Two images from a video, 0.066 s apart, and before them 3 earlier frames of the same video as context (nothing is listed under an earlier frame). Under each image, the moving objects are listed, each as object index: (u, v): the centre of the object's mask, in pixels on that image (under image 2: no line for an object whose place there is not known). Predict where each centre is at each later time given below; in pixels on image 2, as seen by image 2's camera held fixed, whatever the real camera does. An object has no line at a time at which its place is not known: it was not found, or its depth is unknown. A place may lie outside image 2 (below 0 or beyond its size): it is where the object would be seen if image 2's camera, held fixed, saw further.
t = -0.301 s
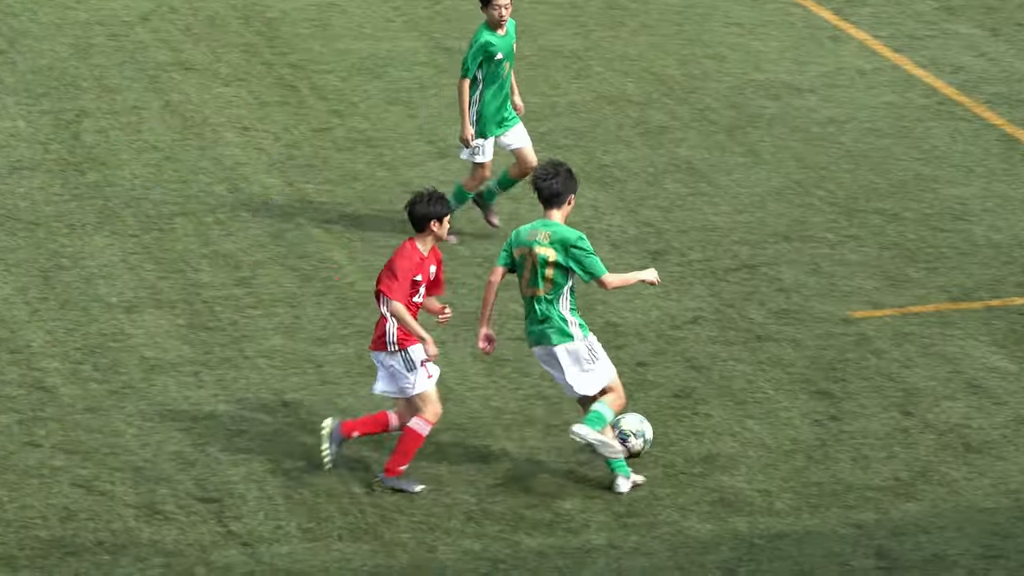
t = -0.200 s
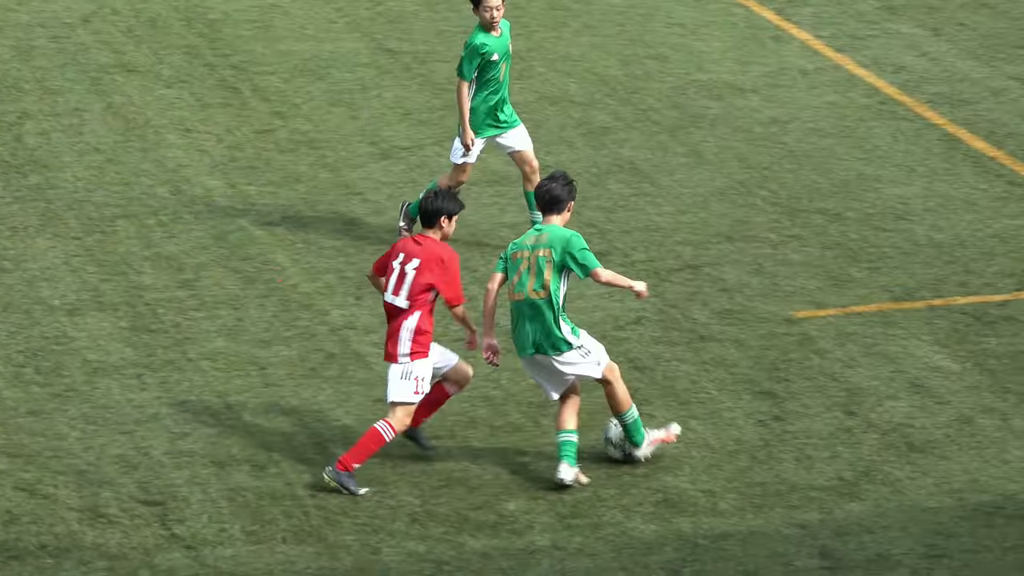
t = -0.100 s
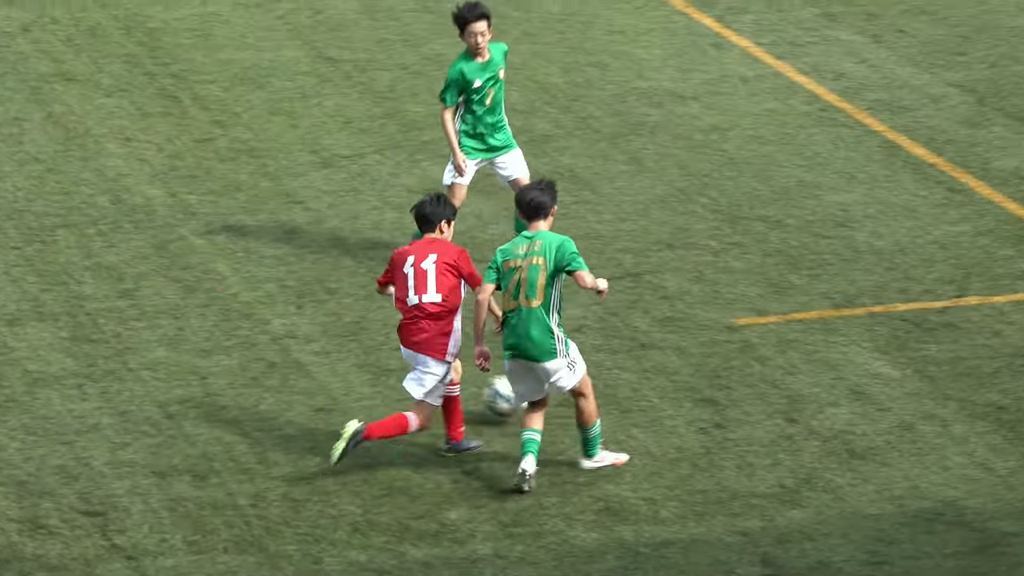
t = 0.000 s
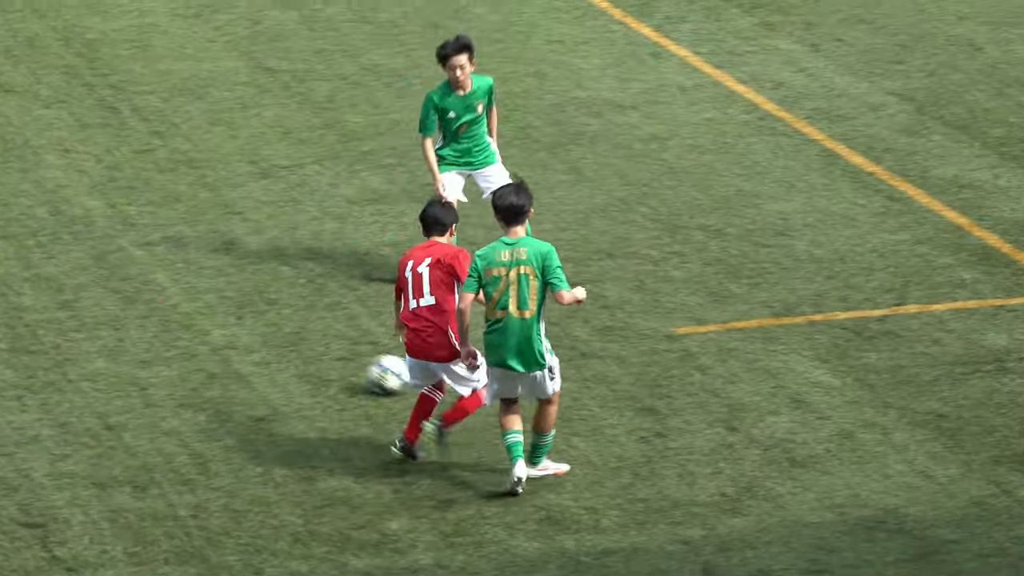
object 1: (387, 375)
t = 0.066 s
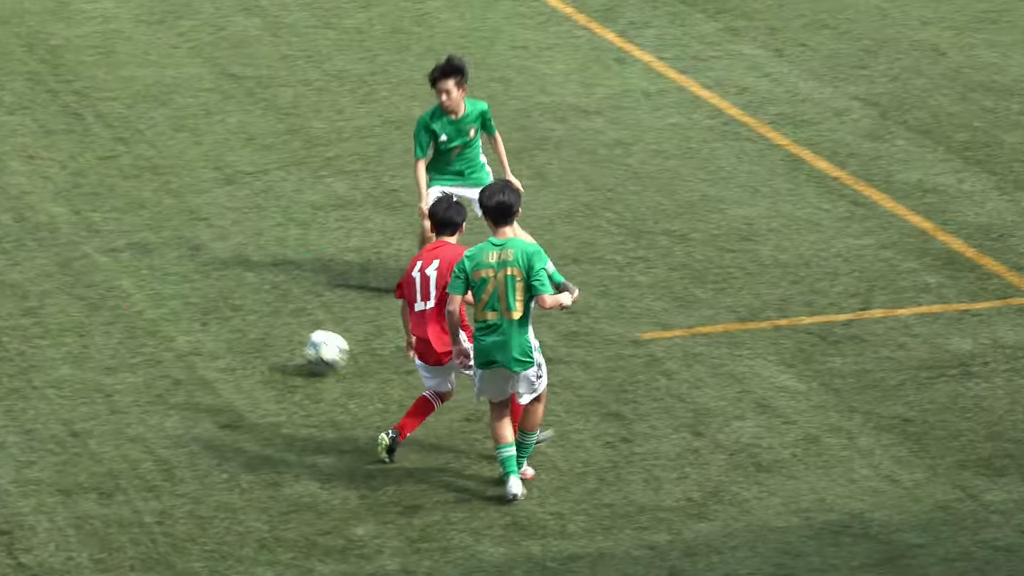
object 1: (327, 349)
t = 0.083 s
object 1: (318, 344)
